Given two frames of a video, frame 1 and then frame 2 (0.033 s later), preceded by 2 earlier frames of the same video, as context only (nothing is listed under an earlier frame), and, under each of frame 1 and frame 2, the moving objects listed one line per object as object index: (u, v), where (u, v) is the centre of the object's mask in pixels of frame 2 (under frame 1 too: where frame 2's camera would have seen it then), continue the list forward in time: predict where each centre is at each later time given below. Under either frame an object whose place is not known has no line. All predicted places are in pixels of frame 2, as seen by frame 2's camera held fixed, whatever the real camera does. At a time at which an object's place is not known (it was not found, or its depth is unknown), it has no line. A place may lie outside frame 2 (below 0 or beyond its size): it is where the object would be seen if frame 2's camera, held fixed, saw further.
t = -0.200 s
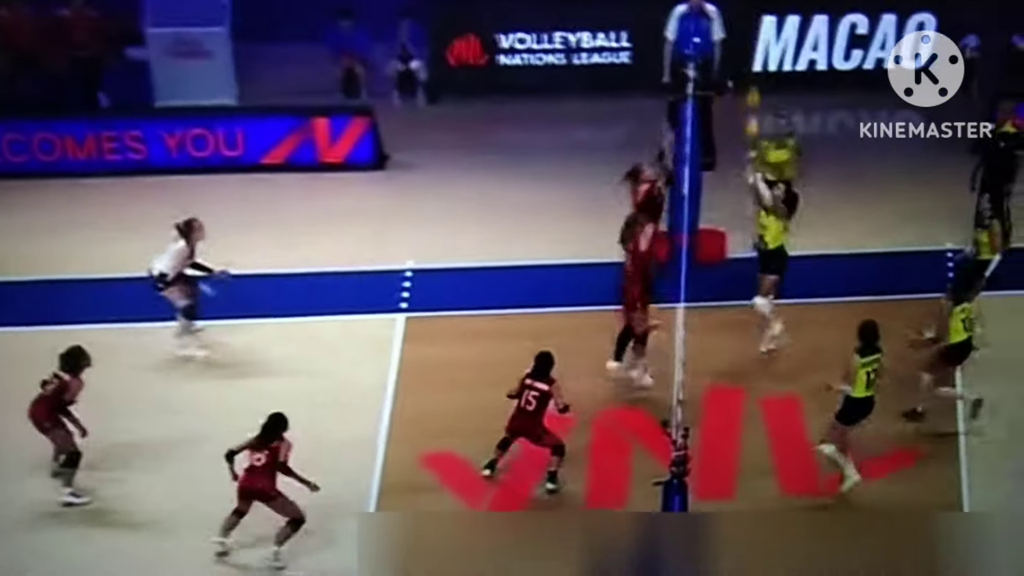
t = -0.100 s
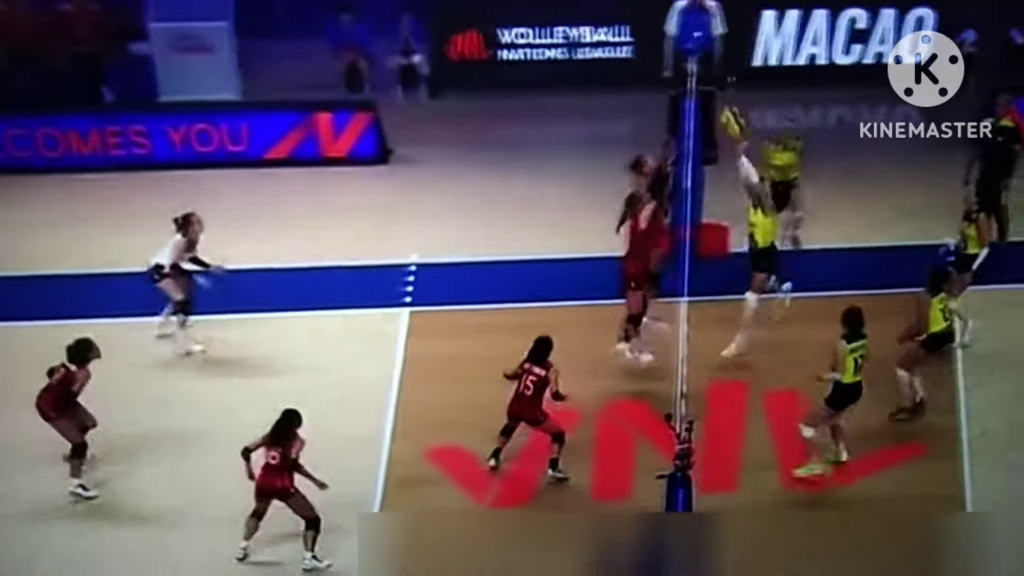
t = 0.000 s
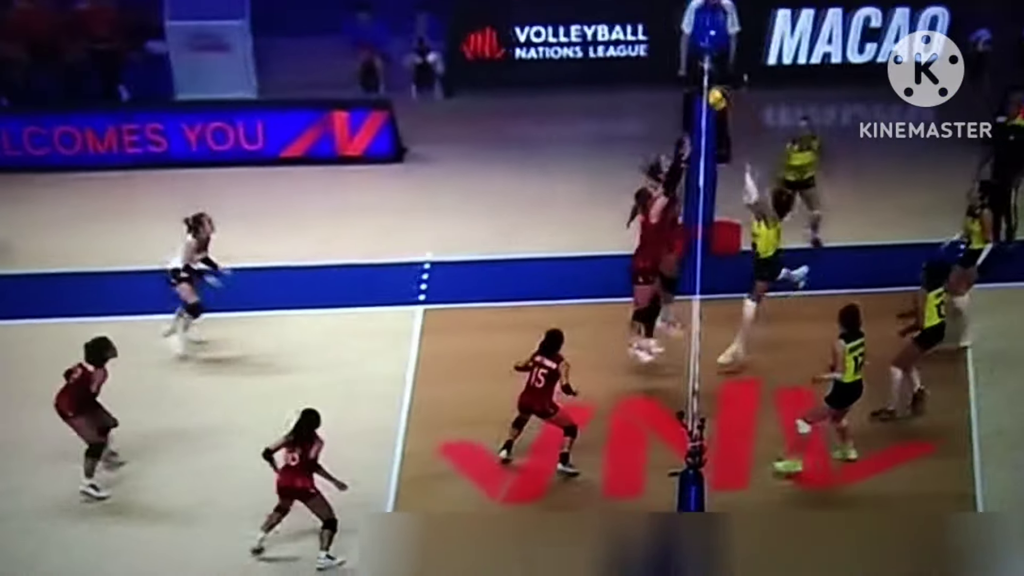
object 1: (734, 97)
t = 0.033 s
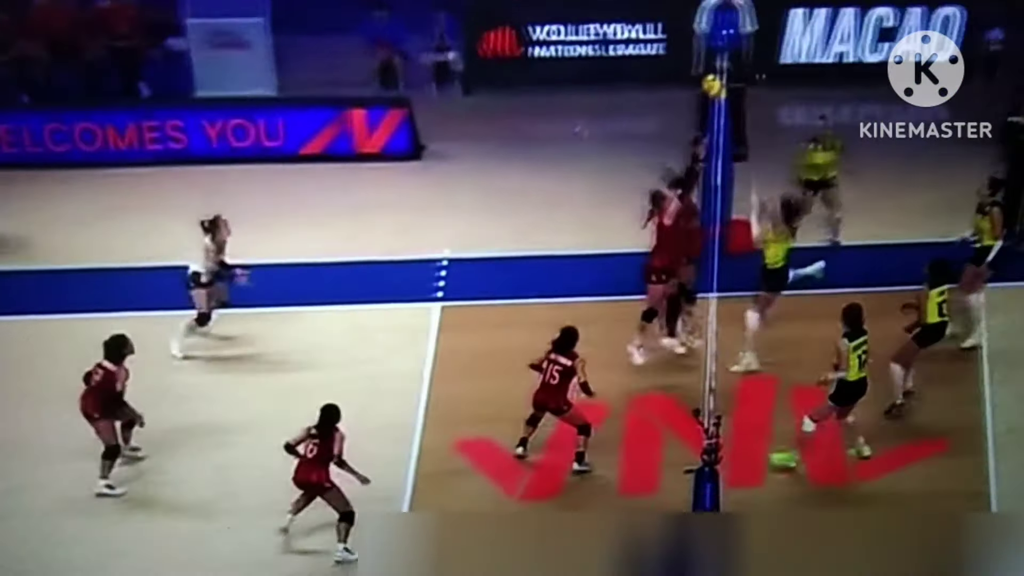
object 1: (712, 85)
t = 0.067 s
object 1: (710, 84)
